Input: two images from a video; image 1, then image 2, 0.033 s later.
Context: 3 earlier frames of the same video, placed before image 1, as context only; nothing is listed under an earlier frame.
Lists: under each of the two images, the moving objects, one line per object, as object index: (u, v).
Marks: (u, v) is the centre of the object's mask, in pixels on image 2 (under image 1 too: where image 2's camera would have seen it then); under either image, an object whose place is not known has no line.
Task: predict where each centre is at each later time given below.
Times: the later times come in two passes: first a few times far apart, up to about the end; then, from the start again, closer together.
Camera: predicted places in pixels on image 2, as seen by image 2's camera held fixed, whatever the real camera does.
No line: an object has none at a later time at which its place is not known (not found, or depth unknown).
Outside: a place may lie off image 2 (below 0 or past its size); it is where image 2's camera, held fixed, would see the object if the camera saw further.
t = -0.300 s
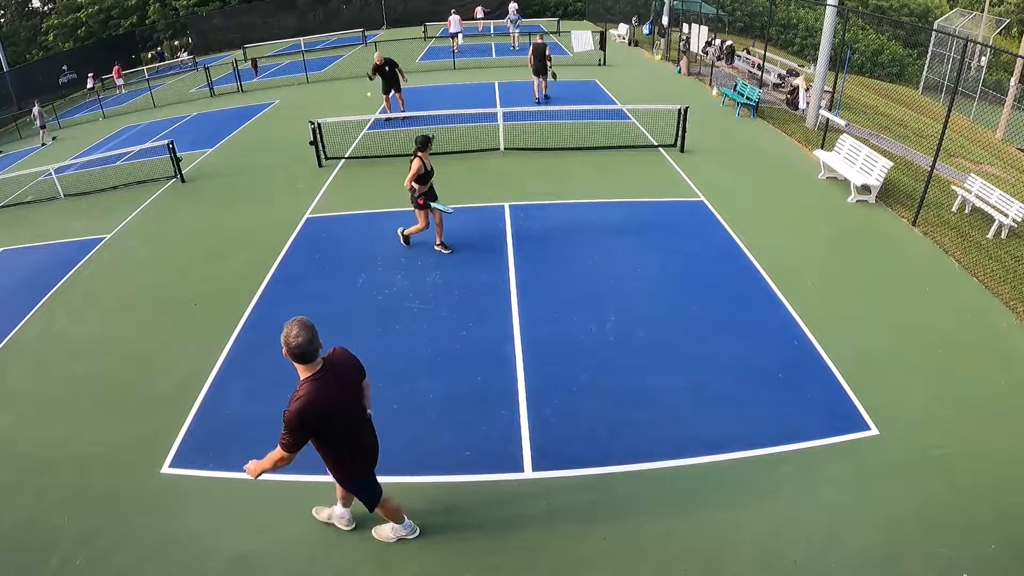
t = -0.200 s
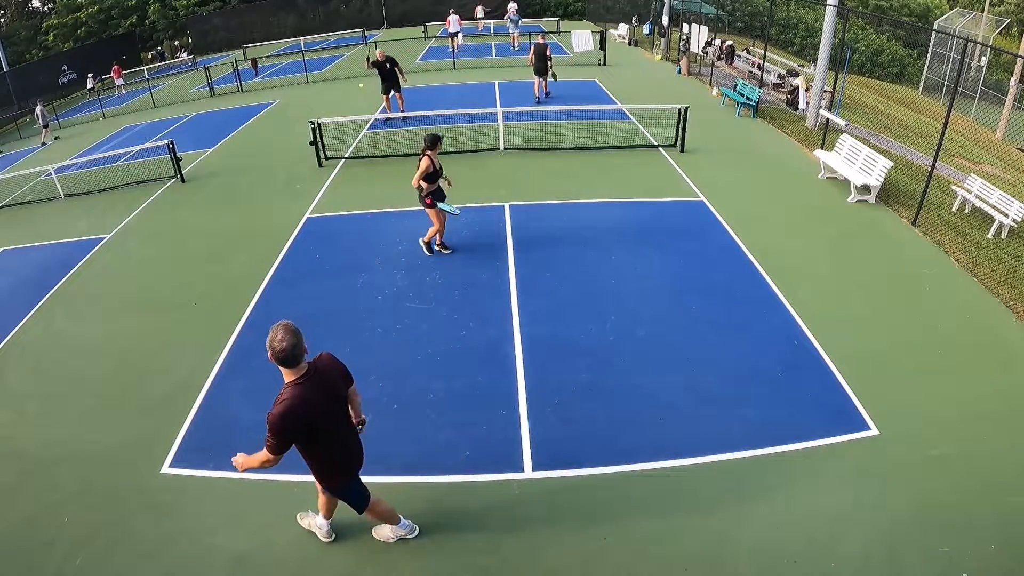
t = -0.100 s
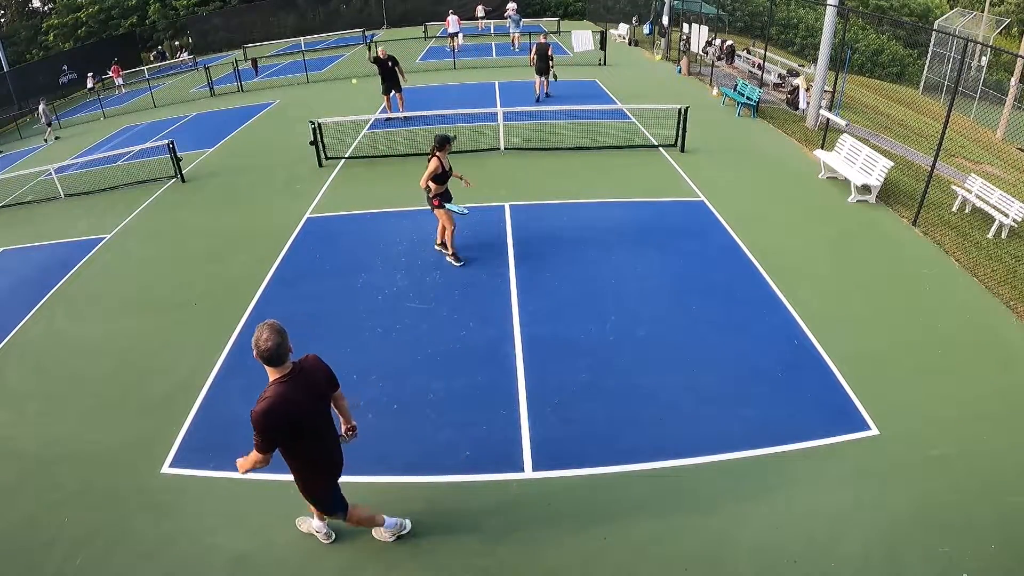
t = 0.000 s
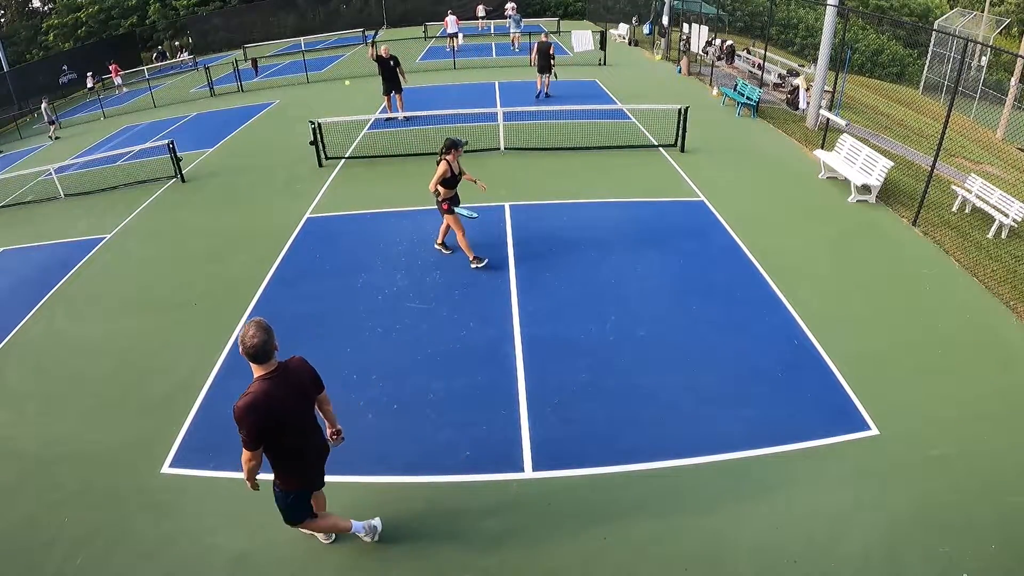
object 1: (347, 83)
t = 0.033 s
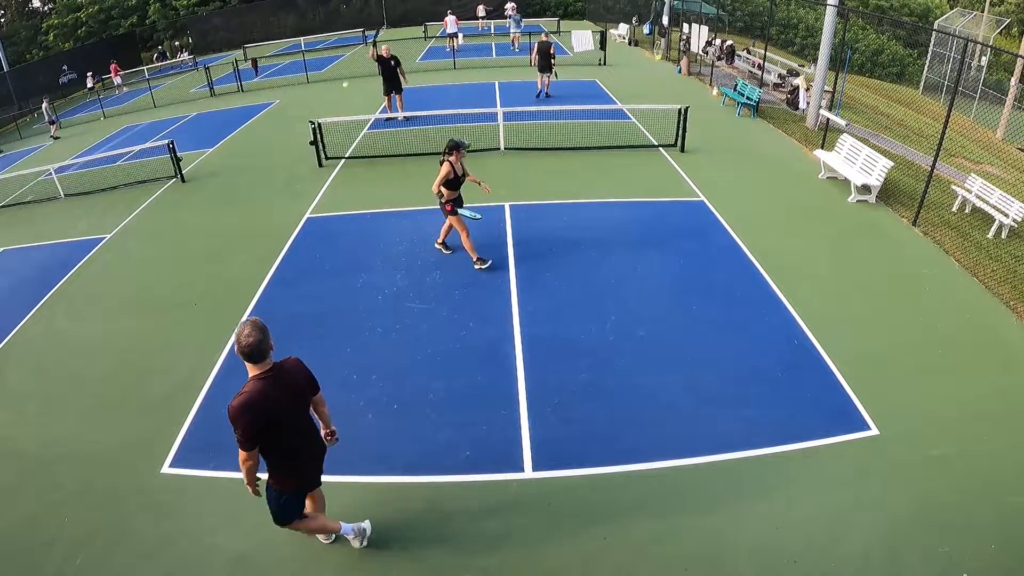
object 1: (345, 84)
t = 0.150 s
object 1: (338, 98)
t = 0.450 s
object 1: (329, 190)
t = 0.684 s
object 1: (329, 273)
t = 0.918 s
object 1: (312, 285)
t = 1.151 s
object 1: (309, 352)
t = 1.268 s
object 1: (315, 409)
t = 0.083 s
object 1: (342, 89)
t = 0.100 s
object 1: (341, 91)
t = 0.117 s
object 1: (340, 93)
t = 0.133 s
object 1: (339, 95)
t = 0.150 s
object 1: (338, 98)
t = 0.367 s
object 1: (329, 155)
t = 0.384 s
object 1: (329, 162)
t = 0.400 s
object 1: (329, 168)
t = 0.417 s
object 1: (329, 175)
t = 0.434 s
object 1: (329, 182)
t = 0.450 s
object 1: (329, 190)
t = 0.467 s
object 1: (329, 198)
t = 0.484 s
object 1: (329, 206)
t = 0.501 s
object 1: (329, 214)
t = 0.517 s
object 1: (330, 223)
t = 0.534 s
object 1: (331, 232)
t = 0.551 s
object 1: (331, 241)
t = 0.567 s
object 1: (332, 250)
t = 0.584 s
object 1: (333, 260)
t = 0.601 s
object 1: (334, 270)
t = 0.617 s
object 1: (335, 280)
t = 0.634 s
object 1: (333, 279)
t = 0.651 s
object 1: (332, 278)
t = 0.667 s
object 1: (330, 276)
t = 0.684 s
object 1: (329, 273)
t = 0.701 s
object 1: (328, 274)
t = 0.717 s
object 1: (326, 274)
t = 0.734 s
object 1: (325, 273)
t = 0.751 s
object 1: (323, 273)
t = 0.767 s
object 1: (322, 273)
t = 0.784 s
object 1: (321, 274)
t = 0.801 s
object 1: (319, 274)
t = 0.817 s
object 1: (318, 275)
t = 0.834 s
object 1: (317, 276)
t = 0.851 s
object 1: (316, 278)
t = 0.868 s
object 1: (315, 279)
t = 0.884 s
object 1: (314, 281)
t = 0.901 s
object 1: (313, 283)
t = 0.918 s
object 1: (312, 285)
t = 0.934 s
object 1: (312, 288)
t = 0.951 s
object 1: (311, 291)
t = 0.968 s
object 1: (310, 295)
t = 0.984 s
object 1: (309, 298)
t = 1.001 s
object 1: (309, 302)
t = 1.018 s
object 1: (309, 306)
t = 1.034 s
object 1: (308, 311)
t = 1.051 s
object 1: (308, 316)
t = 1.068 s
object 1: (308, 321)
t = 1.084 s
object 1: (308, 327)
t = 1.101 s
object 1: (308, 333)
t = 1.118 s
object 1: (308, 339)
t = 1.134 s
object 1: (308, 346)
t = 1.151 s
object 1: (309, 352)
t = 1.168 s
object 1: (309, 360)
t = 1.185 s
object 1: (310, 367)
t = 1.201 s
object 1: (311, 375)
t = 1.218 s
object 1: (311, 383)
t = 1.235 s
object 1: (313, 391)
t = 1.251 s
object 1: (314, 400)
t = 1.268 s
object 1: (315, 409)
